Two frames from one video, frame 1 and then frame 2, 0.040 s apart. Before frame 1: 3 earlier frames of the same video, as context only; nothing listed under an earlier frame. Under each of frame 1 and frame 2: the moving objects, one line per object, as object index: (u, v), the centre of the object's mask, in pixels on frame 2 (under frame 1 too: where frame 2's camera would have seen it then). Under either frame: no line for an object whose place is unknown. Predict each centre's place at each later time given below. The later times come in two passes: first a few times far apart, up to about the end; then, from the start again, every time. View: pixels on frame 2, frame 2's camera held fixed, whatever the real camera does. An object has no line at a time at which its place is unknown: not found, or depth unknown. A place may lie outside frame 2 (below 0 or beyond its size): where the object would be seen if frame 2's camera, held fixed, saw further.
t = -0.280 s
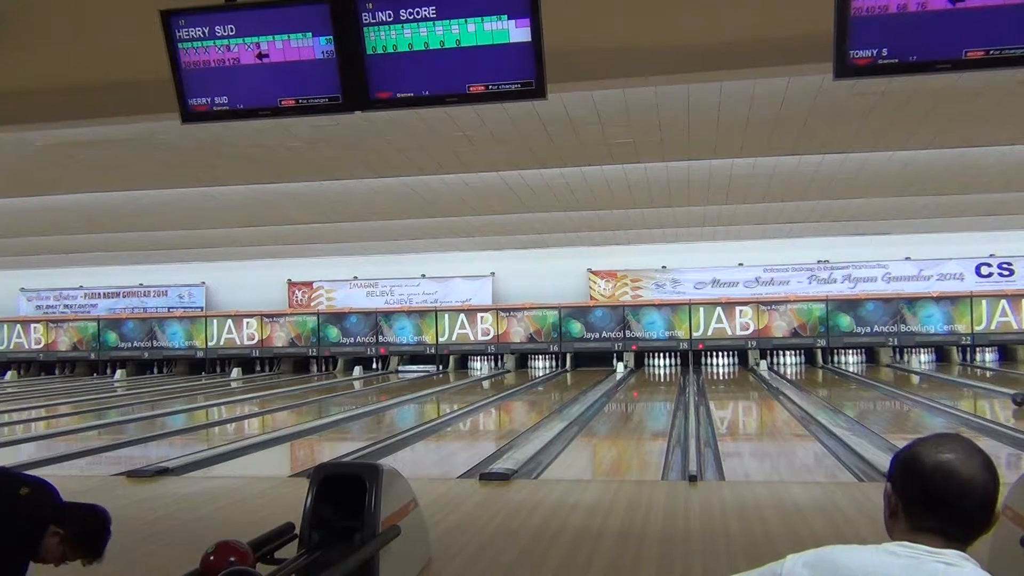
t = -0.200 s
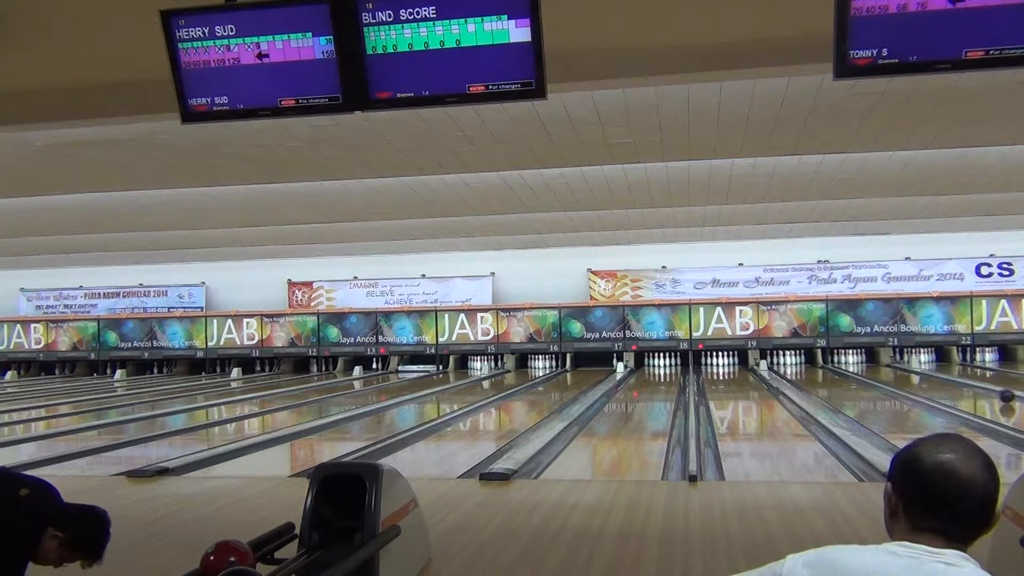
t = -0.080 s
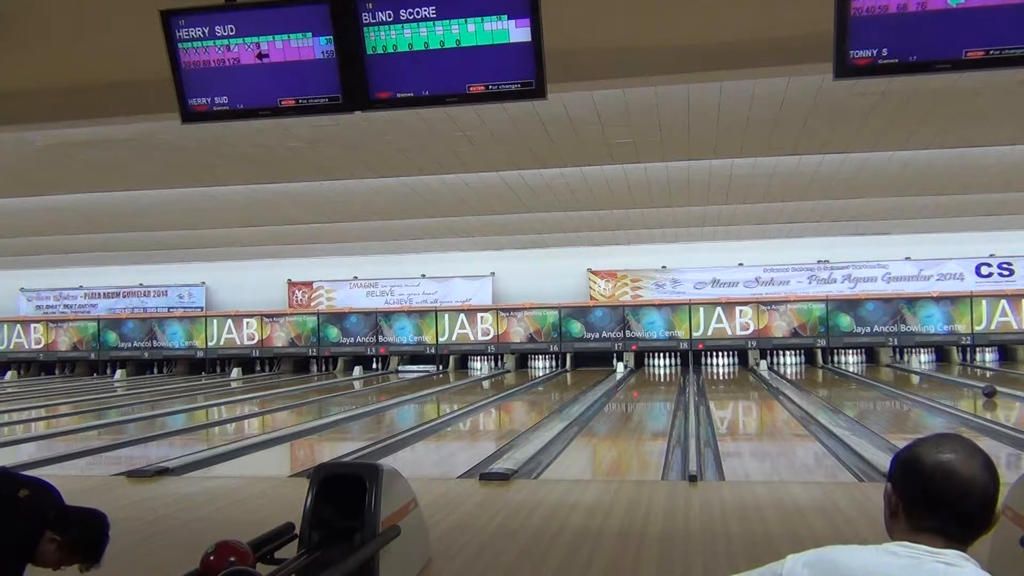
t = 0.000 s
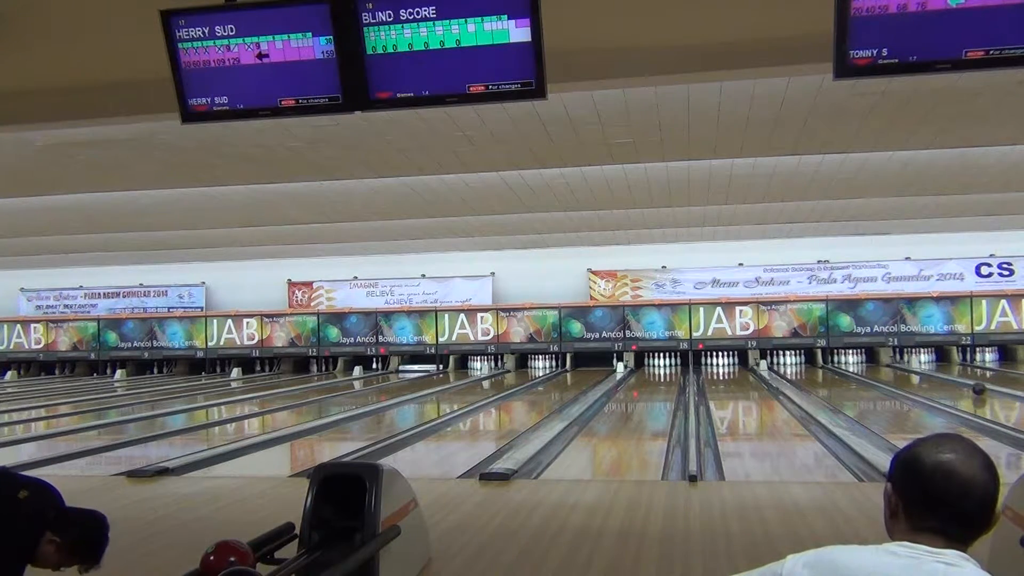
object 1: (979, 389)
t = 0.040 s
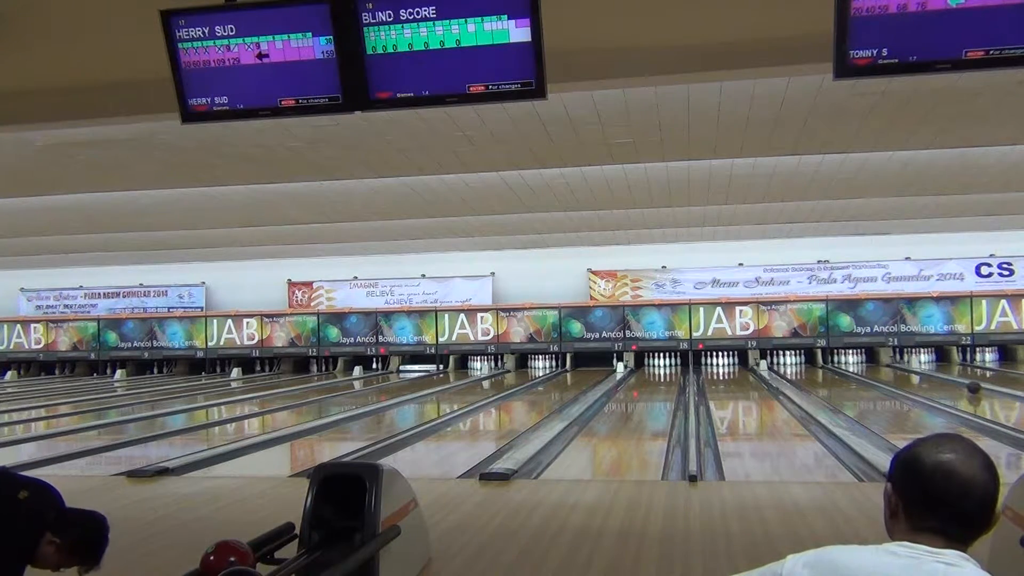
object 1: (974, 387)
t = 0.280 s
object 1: (947, 381)
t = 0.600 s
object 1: (919, 373)
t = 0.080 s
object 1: (969, 386)
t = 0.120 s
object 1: (964, 385)
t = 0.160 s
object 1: (960, 384)
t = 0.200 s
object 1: (956, 383)
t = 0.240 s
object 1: (951, 382)
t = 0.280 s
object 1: (947, 381)
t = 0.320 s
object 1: (943, 380)
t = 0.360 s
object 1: (939, 379)
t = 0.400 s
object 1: (936, 378)
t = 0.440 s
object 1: (932, 377)
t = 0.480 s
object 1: (928, 375)
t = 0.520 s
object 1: (924, 375)
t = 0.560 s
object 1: (921, 375)
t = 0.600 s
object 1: (919, 373)
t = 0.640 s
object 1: (915, 373)
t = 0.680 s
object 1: (912, 372)
